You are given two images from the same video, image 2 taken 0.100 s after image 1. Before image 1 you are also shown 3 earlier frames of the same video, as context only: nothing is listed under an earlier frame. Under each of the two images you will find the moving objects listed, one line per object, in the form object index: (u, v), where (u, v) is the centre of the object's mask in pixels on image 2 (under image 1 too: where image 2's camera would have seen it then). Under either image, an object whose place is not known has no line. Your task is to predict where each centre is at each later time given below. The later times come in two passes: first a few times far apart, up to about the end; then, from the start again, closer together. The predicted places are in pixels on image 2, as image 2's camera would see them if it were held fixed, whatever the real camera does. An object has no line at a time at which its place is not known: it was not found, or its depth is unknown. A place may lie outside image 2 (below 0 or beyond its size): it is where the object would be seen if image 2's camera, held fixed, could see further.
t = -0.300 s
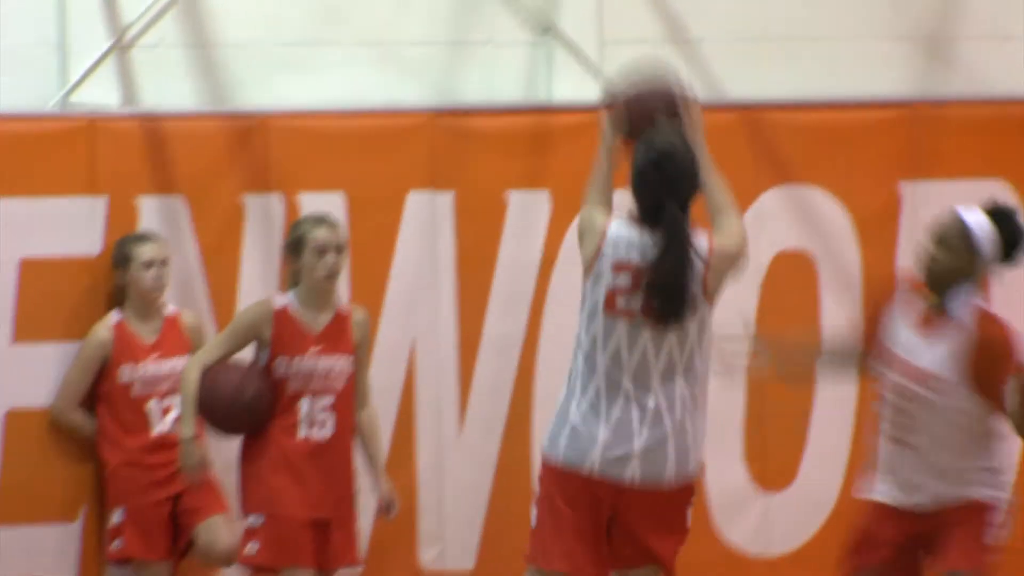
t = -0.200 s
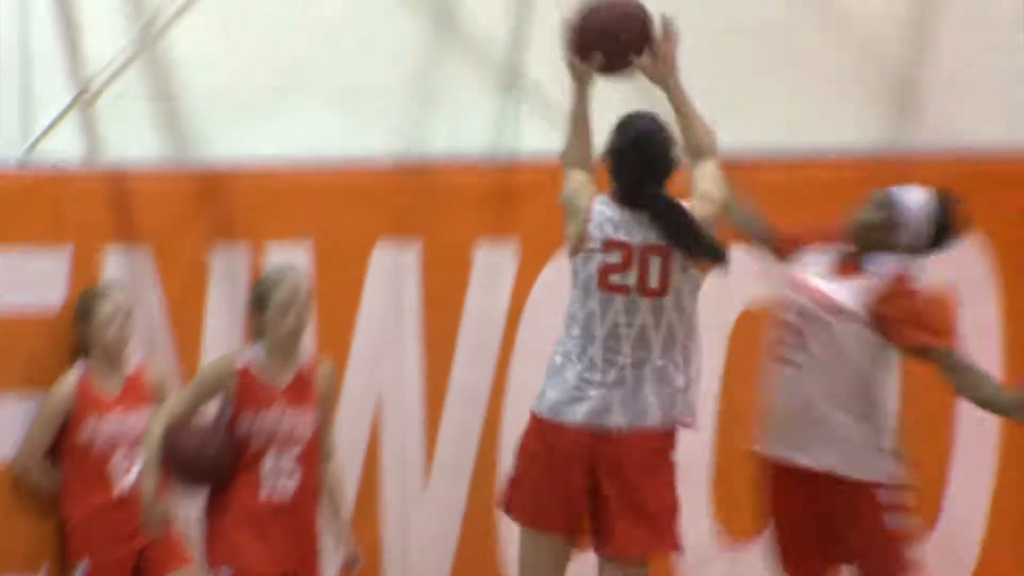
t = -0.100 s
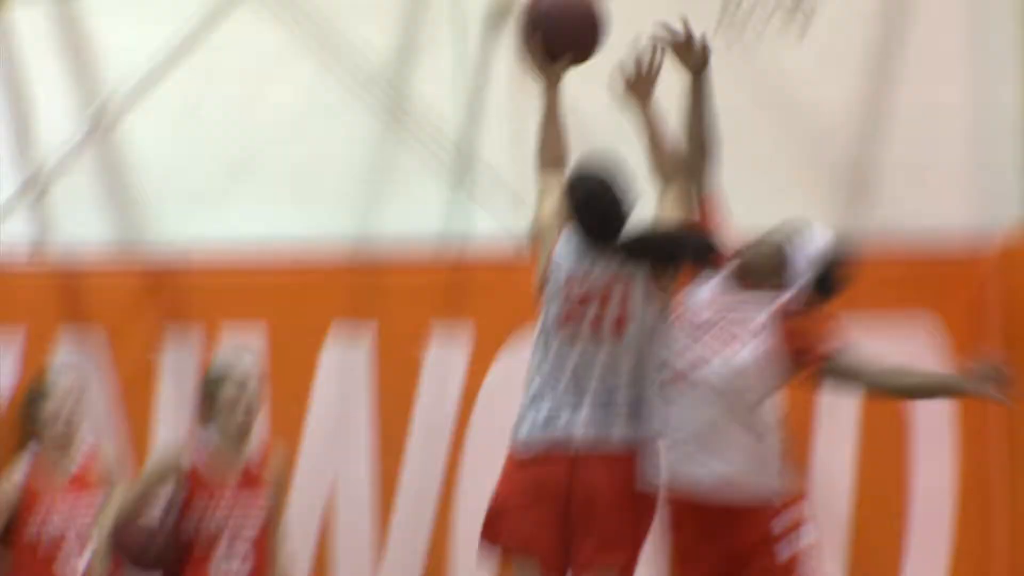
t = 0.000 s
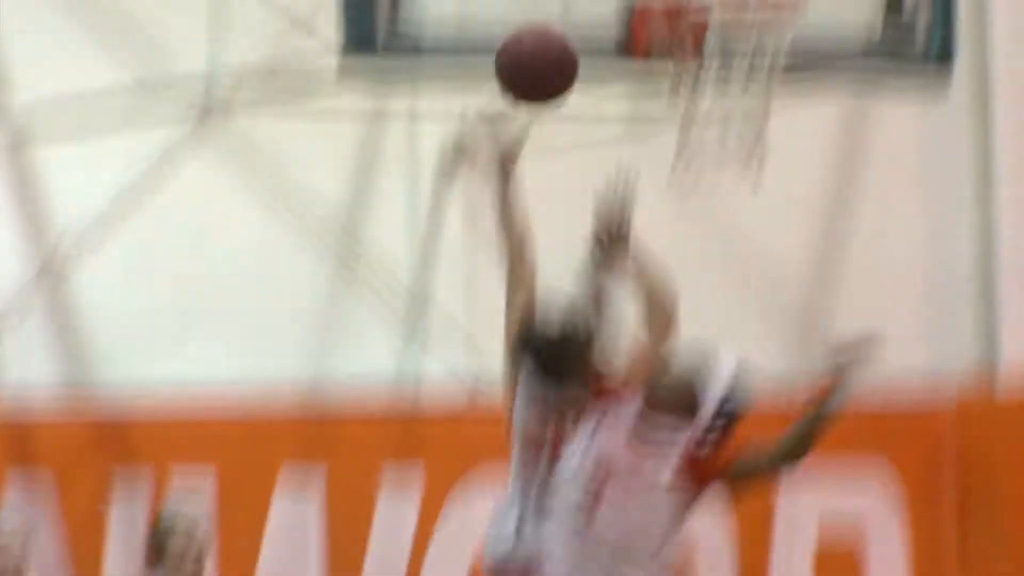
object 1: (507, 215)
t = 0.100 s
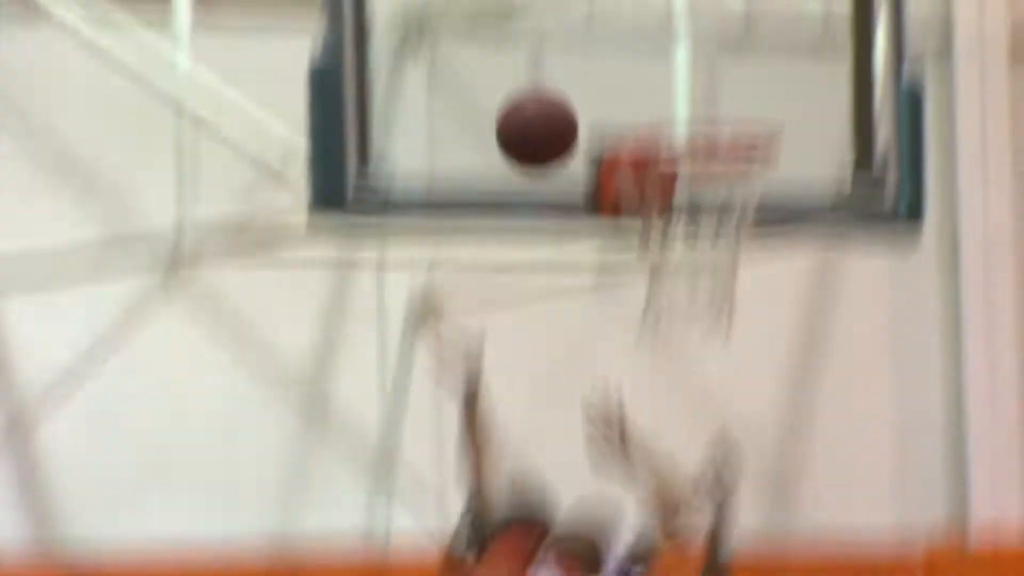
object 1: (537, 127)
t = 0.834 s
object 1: (650, 294)
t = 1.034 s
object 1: (689, 479)
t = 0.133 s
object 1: (547, 108)
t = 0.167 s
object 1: (557, 91)
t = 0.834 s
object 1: (650, 294)
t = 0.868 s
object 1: (656, 317)
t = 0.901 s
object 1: (664, 339)
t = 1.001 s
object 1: (684, 438)
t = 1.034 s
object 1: (689, 479)
